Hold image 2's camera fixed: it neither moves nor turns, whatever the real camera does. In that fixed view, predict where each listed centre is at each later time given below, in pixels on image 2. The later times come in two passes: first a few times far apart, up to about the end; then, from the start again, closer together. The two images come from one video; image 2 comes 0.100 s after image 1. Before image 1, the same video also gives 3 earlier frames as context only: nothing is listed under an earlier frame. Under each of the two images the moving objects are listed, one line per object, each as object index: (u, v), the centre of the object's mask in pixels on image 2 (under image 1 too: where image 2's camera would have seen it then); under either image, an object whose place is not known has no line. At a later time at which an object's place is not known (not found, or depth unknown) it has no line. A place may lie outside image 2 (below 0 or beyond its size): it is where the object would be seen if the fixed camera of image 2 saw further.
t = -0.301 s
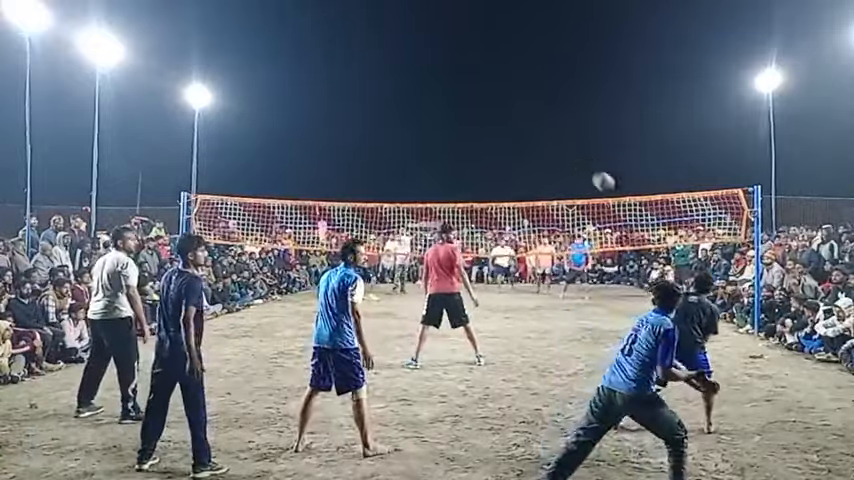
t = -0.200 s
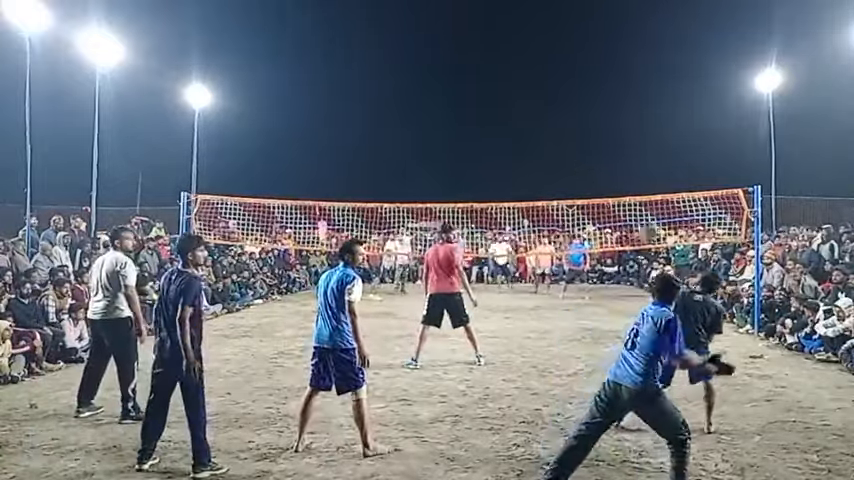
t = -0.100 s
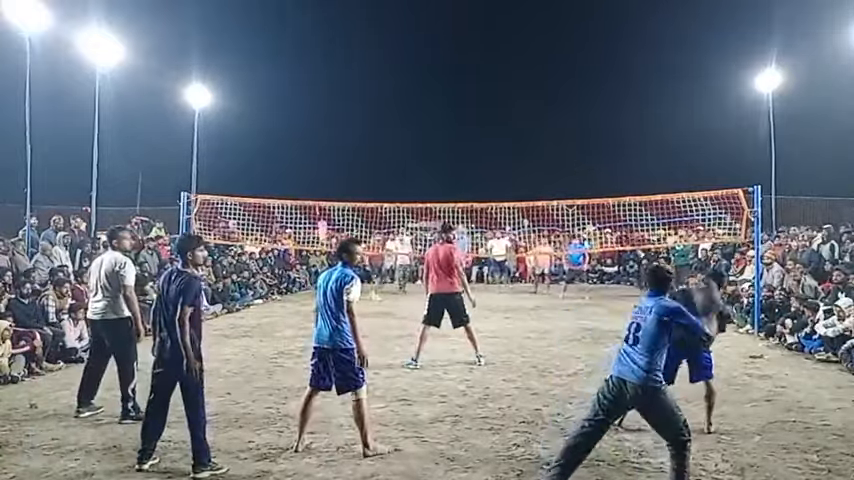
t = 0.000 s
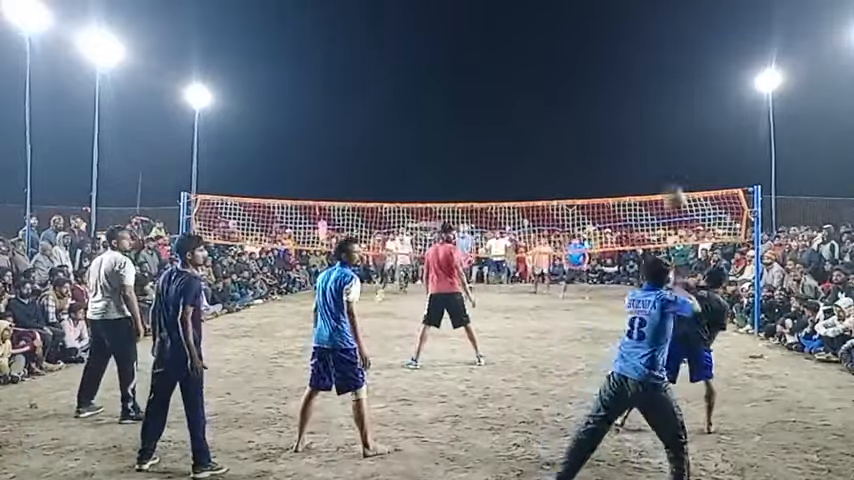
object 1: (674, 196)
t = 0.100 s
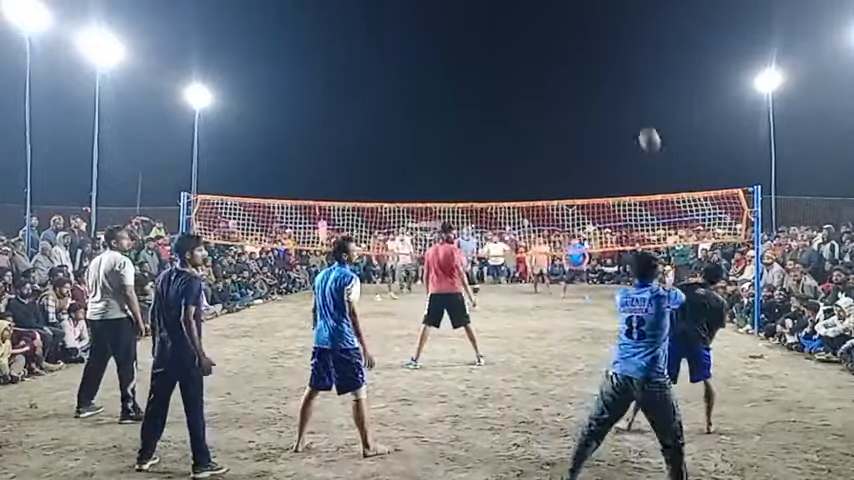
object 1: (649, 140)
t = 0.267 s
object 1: (618, 84)
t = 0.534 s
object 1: (585, 66)
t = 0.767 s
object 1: (566, 88)
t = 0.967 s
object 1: (552, 121)
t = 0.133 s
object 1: (642, 124)
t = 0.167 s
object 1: (635, 112)
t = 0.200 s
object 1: (629, 101)
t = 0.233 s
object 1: (623, 92)
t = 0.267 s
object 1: (618, 84)
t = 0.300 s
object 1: (613, 78)
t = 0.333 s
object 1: (609, 74)
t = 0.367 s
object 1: (605, 71)
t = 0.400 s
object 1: (600, 68)
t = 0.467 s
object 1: (593, 66)
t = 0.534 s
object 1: (585, 66)
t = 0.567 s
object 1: (582, 67)
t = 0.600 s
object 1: (579, 70)
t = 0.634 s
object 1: (576, 72)
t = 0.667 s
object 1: (574, 75)
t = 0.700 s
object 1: (571, 79)
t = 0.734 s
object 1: (568, 83)
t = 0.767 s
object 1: (566, 88)
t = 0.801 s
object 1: (563, 92)
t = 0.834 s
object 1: (560, 97)
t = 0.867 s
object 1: (558, 103)
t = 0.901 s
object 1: (556, 108)
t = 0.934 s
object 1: (554, 115)
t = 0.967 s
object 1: (552, 121)
